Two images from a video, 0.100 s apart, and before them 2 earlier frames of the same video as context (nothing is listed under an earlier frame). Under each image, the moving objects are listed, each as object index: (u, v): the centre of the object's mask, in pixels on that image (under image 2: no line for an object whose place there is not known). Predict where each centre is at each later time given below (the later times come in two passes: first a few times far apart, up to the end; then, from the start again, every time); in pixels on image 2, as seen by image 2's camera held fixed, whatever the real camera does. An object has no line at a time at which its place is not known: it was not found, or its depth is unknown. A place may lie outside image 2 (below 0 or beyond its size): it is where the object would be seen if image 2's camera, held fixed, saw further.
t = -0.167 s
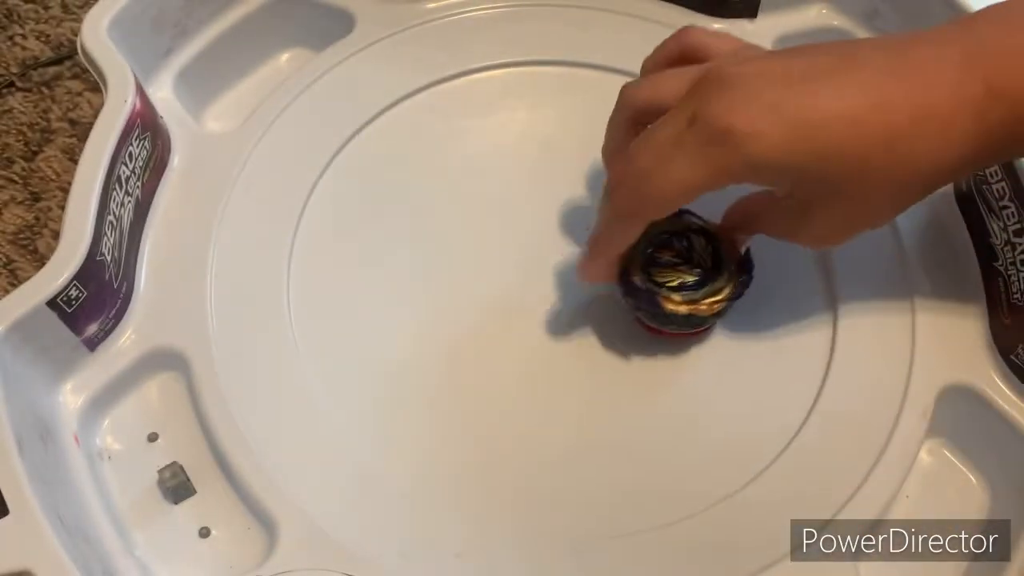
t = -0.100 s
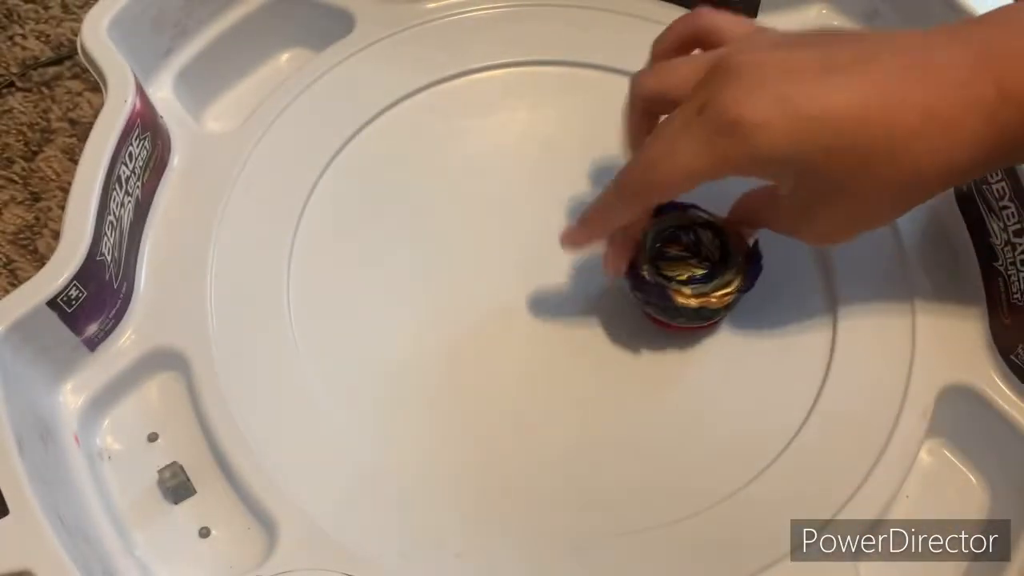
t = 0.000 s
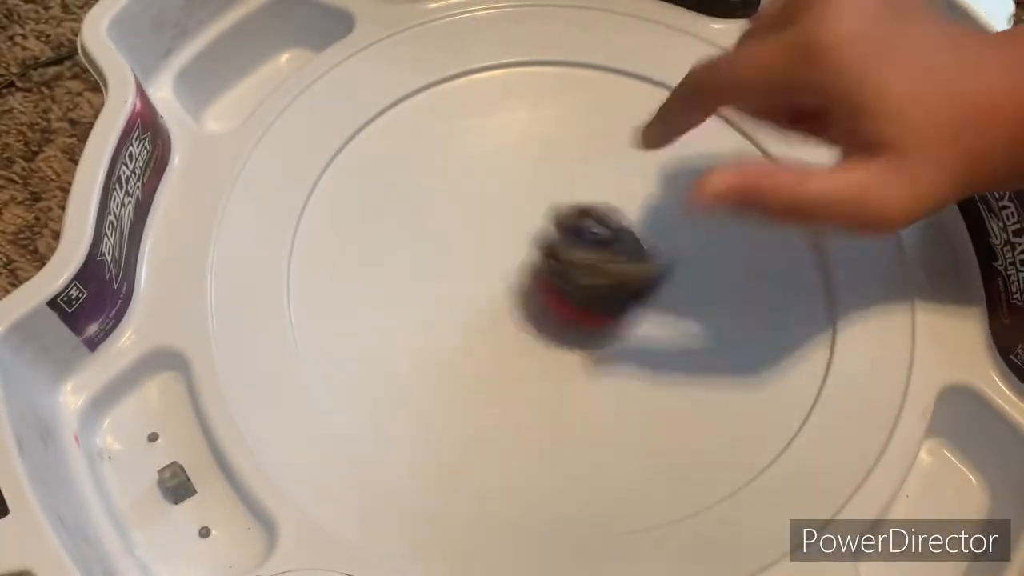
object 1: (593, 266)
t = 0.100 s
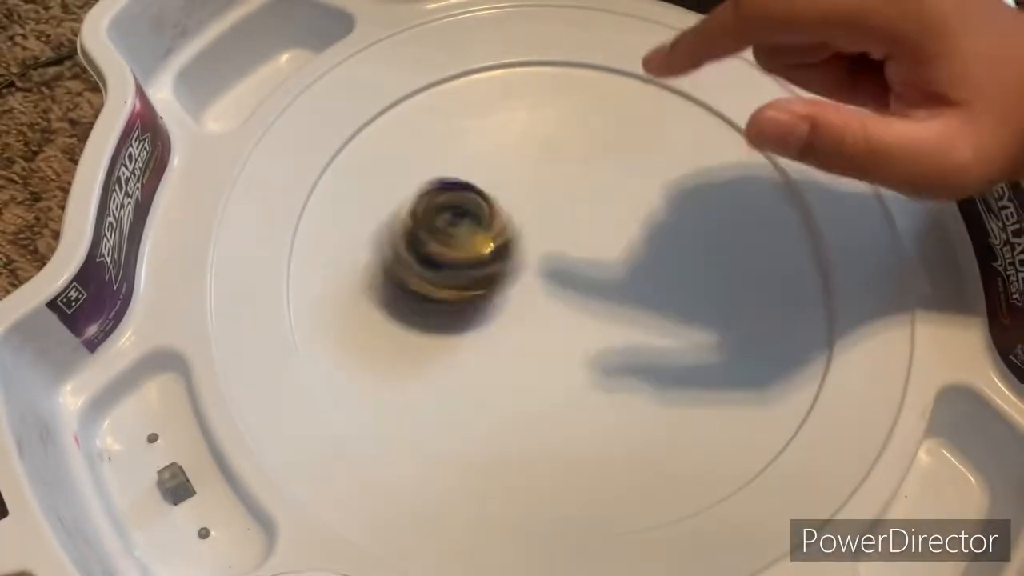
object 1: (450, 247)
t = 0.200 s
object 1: (368, 247)
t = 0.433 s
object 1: (374, 291)
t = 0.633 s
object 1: (511, 302)
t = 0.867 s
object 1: (621, 211)
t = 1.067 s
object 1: (598, 188)
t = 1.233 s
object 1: (571, 211)
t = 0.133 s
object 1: (418, 239)
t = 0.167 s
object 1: (387, 242)
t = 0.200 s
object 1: (368, 247)
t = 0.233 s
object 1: (357, 250)
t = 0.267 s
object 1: (352, 255)
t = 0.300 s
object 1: (350, 264)
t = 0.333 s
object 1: (356, 268)
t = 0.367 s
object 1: (360, 274)
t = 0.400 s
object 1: (366, 281)
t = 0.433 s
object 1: (374, 291)
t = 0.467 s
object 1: (390, 297)
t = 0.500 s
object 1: (407, 305)
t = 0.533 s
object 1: (431, 311)
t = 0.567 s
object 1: (458, 309)
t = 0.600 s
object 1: (485, 310)
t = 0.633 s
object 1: (511, 302)
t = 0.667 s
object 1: (539, 293)
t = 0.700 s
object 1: (566, 278)
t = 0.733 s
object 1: (585, 267)
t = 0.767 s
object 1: (603, 254)
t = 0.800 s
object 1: (613, 238)
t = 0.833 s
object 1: (619, 224)
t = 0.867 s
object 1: (621, 211)
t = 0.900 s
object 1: (621, 203)
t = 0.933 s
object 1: (621, 198)
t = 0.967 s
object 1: (619, 196)
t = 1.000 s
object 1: (614, 194)
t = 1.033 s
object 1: (608, 191)
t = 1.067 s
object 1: (598, 188)
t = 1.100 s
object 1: (590, 188)
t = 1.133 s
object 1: (582, 189)
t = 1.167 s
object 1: (577, 195)
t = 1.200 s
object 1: (573, 202)
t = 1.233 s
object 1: (571, 211)
